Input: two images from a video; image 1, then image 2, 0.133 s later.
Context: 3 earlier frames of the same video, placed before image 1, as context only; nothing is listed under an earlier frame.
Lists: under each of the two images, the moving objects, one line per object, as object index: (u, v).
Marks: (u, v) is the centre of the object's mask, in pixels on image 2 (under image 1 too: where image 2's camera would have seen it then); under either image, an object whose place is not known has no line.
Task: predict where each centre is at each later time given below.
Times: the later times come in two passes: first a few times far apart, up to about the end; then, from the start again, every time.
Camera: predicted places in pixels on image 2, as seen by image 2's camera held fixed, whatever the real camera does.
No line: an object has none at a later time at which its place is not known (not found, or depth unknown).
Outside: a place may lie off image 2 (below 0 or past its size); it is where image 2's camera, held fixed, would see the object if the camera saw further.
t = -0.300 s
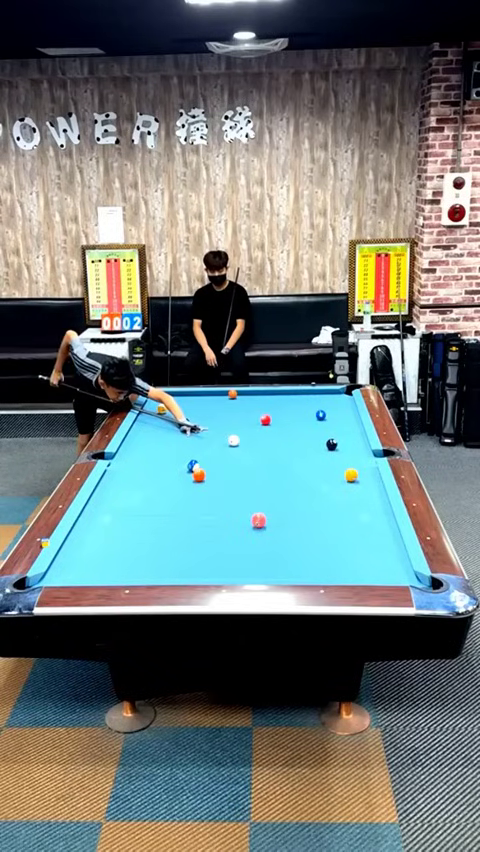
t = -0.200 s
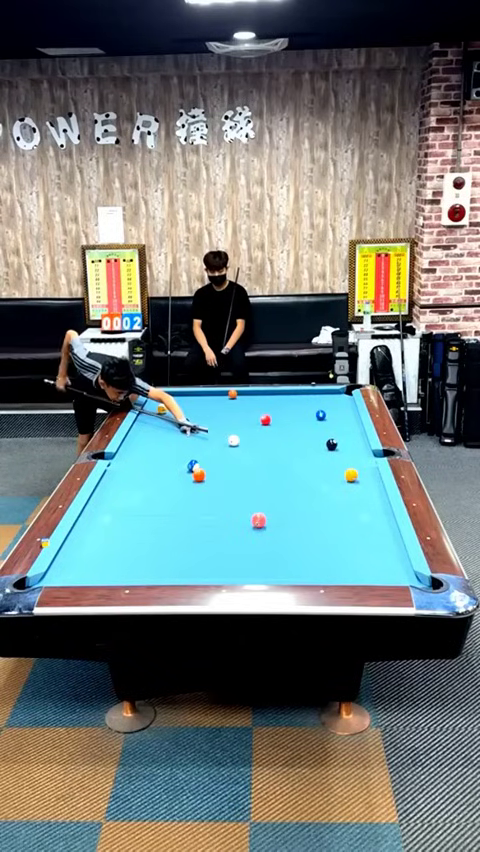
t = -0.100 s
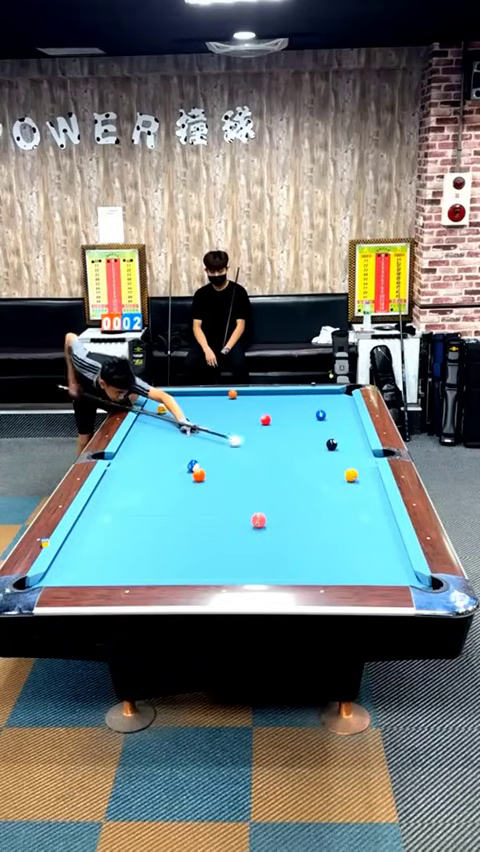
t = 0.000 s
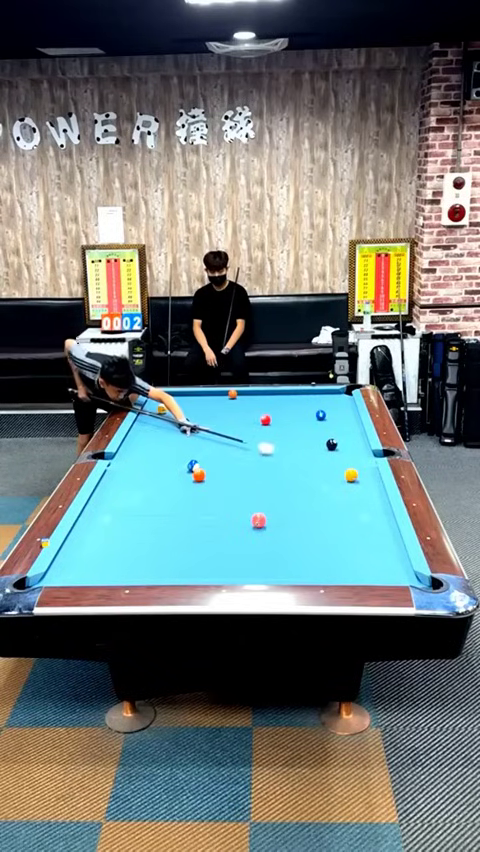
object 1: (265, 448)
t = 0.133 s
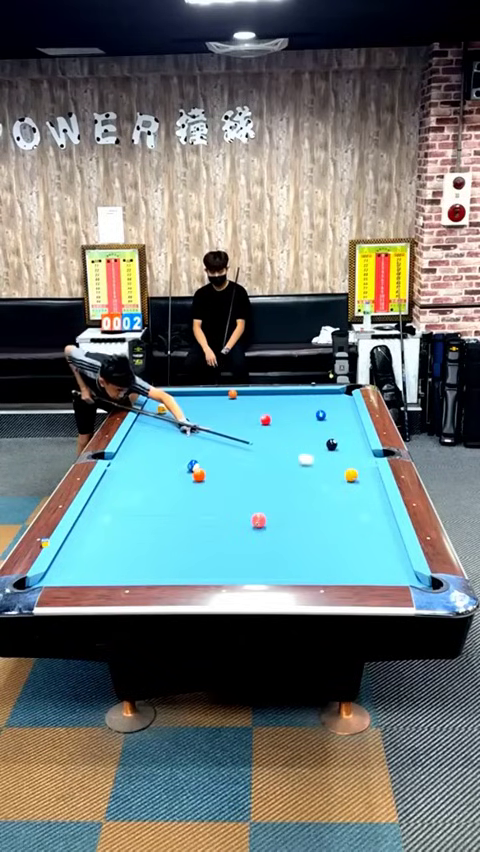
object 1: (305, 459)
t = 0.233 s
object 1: (337, 467)
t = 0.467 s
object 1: (354, 472)
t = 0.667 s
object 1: (326, 474)
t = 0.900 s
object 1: (293, 477)
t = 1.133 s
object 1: (262, 479)
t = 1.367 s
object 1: (231, 482)
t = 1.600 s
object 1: (200, 486)
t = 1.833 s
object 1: (171, 488)
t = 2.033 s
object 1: (146, 490)
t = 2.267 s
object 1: (117, 493)
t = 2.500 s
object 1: (99, 495)
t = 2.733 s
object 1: (113, 496)
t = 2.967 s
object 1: (126, 497)
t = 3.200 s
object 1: (137, 498)
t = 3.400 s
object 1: (147, 498)
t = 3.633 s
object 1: (157, 499)
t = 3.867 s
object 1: (166, 500)
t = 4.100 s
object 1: (173, 500)
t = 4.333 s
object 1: (180, 501)
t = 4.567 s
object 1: (185, 502)
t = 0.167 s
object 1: (314, 462)
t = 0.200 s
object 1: (326, 464)
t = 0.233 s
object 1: (337, 467)
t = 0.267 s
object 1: (346, 467)
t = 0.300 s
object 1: (359, 469)
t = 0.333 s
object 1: (368, 470)
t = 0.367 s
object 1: (370, 470)
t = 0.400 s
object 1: (365, 471)
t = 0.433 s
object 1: (359, 471)
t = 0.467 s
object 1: (354, 472)
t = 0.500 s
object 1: (349, 472)
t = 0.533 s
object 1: (344, 472)
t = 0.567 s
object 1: (340, 472)
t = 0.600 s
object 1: (335, 473)
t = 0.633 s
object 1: (330, 474)
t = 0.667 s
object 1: (326, 474)
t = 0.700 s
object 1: (322, 474)
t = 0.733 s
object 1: (317, 474)
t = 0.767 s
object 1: (312, 475)
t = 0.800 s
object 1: (307, 476)
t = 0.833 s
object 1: (302, 476)
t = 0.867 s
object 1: (298, 476)
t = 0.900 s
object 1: (293, 477)
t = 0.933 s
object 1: (289, 477)
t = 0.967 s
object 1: (285, 477)
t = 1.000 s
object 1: (280, 478)
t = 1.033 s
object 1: (275, 478)
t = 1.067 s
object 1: (271, 479)
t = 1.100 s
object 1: (266, 479)
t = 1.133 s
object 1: (262, 479)
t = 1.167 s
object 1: (257, 480)
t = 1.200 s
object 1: (253, 480)
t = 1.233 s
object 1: (248, 481)
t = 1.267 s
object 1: (244, 481)
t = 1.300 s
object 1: (239, 482)
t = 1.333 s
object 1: (235, 482)
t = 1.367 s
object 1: (231, 482)
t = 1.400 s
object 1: (227, 483)
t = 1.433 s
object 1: (222, 483)
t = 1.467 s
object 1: (218, 484)
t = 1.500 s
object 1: (214, 484)
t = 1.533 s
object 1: (209, 485)
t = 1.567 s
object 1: (205, 485)
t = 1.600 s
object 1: (200, 486)
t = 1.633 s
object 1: (196, 486)
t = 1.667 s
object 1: (191, 486)
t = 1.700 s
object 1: (187, 486)
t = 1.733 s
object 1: (183, 487)
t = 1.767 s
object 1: (179, 487)
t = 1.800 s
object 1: (175, 487)
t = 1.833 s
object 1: (171, 488)
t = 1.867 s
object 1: (167, 488)
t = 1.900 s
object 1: (162, 489)
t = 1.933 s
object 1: (158, 489)
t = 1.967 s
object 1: (154, 490)
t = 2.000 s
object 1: (150, 490)
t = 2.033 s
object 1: (146, 490)
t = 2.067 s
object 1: (142, 490)
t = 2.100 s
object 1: (137, 491)
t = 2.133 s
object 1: (134, 491)
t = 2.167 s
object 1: (129, 492)
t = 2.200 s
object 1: (125, 492)
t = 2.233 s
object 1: (121, 493)
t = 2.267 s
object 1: (117, 493)
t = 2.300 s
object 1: (113, 493)
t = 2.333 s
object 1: (109, 494)
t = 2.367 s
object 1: (105, 494)
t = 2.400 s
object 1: (101, 495)
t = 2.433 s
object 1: (98, 495)
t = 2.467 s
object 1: (98, 495)
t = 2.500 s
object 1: (99, 495)
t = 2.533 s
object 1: (102, 495)
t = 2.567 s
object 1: (104, 496)
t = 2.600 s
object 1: (105, 496)
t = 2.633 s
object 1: (107, 496)
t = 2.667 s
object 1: (109, 496)
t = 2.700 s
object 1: (111, 496)
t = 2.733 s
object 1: (113, 496)
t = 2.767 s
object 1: (115, 496)
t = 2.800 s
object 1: (117, 496)
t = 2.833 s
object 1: (119, 496)
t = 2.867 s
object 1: (120, 496)
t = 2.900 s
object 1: (122, 497)
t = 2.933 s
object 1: (124, 497)
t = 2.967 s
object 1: (126, 497)
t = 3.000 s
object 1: (128, 497)
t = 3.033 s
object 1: (129, 497)
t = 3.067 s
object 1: (131, 497)
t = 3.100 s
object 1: (133, 497)
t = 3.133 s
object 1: (134, 498)
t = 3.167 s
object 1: (136, 498)
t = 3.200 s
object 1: (137, 498)
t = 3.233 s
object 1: (139, 498)
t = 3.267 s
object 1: (141, 498)
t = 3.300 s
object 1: (142, 498)
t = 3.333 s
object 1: (144, 498)
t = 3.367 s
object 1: (146, 498)
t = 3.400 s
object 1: (147, 498)
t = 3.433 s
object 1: (149, 498)
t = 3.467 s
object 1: (150, 498)
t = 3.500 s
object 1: (152, 498)
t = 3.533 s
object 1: (153, 499)
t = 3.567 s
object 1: (154, 499)
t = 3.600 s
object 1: (155, 499)
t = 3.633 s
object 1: (157, 499)
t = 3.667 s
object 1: (158, 499)
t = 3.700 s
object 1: (160, 499)
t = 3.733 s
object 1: (161, 499)
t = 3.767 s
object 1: (162, 500)
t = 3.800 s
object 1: (163, 499)
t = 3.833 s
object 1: (164, 500)
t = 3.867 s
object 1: (166, 500)
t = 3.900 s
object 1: (167, 500)
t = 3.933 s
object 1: (168, 500)
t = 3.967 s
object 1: (169, 500)
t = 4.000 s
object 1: (170, 500)
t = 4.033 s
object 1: (171, 500)
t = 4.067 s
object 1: (172, 500)
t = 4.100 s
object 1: (173, 500)
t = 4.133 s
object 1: (175, 501)
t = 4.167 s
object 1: (176, 501)
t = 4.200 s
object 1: (176, 501)
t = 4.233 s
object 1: (177, 501)
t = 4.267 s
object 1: (178, 501)
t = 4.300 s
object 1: (179, 501)
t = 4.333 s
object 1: (180, 501)
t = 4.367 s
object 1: (181, 501)
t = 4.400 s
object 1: (182, 501)
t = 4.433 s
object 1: (183, 501)
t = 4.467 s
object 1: (183, 501)
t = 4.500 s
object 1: (184, 501)
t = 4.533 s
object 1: (185, 502)
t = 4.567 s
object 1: (185, 502)
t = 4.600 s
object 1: (186, 502)
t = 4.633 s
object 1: (186, 502)
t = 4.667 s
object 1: (188, 502)
